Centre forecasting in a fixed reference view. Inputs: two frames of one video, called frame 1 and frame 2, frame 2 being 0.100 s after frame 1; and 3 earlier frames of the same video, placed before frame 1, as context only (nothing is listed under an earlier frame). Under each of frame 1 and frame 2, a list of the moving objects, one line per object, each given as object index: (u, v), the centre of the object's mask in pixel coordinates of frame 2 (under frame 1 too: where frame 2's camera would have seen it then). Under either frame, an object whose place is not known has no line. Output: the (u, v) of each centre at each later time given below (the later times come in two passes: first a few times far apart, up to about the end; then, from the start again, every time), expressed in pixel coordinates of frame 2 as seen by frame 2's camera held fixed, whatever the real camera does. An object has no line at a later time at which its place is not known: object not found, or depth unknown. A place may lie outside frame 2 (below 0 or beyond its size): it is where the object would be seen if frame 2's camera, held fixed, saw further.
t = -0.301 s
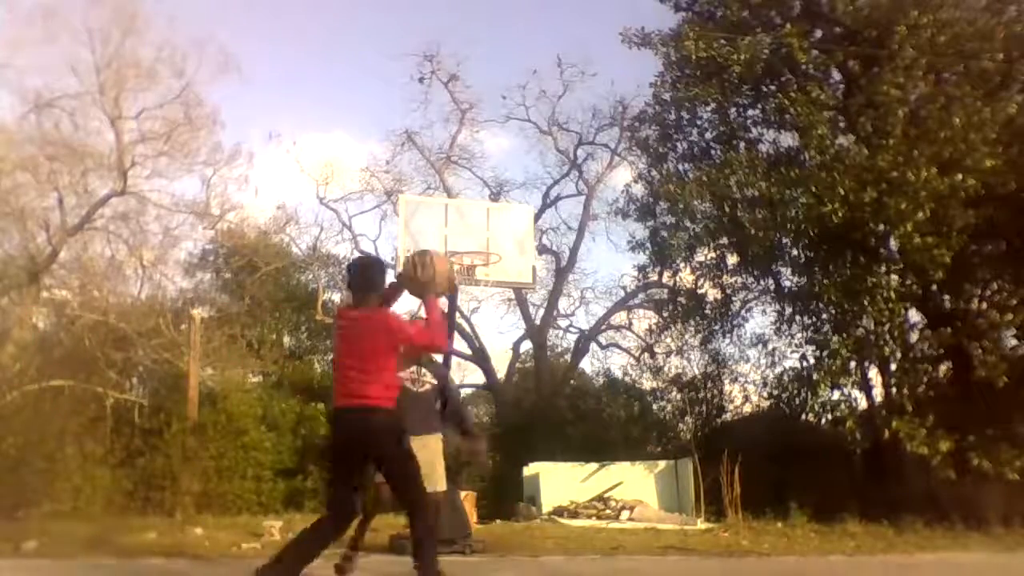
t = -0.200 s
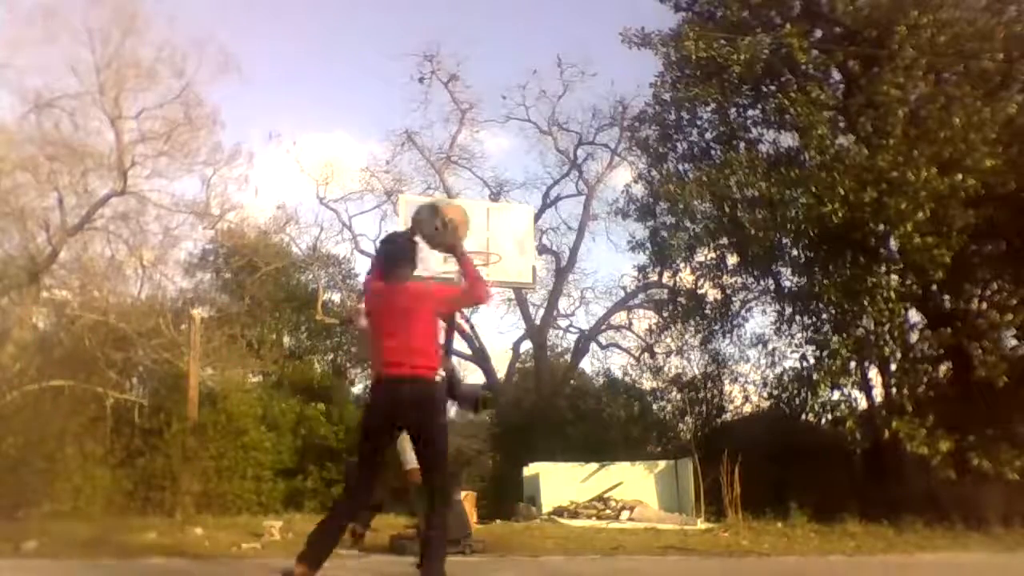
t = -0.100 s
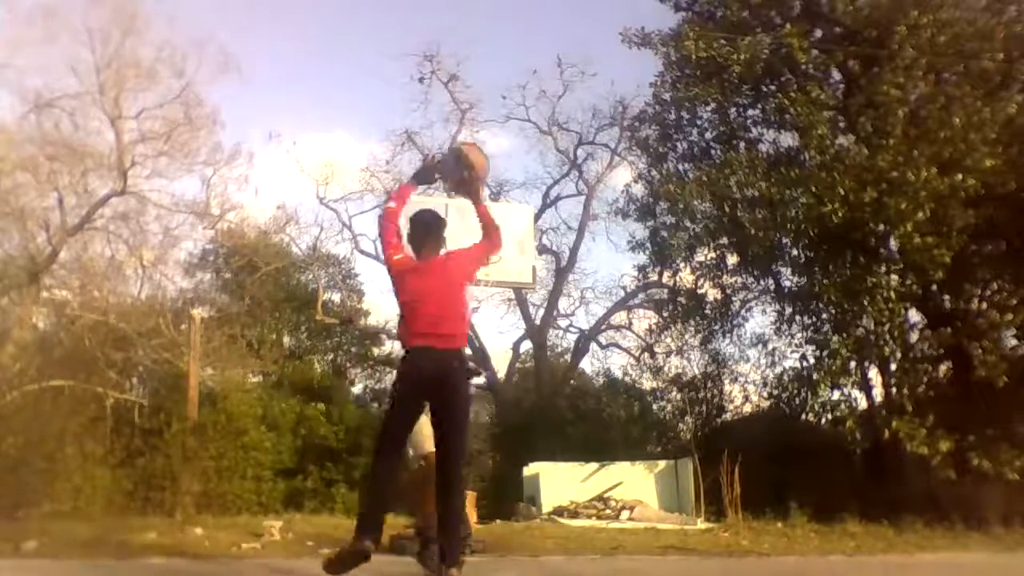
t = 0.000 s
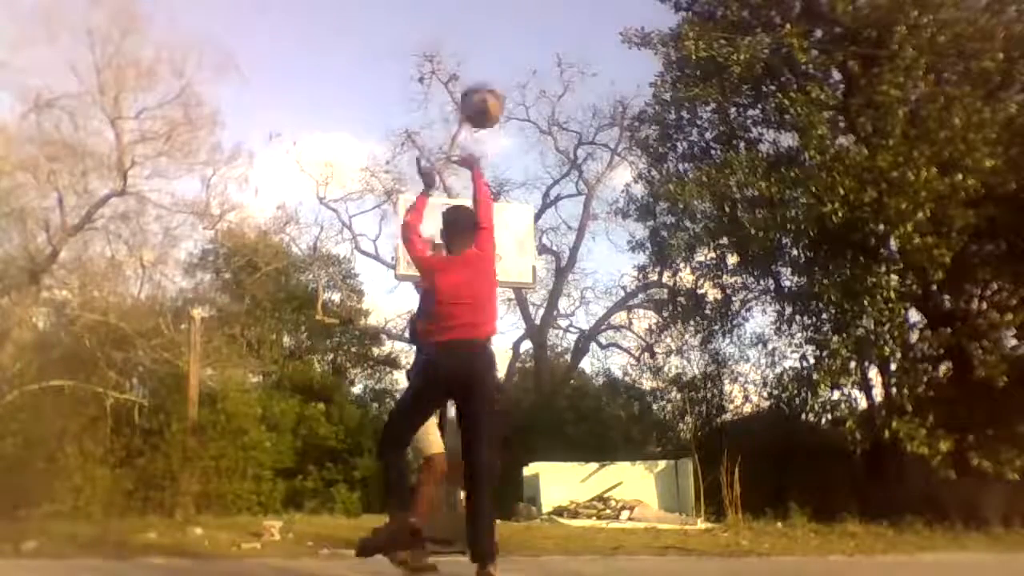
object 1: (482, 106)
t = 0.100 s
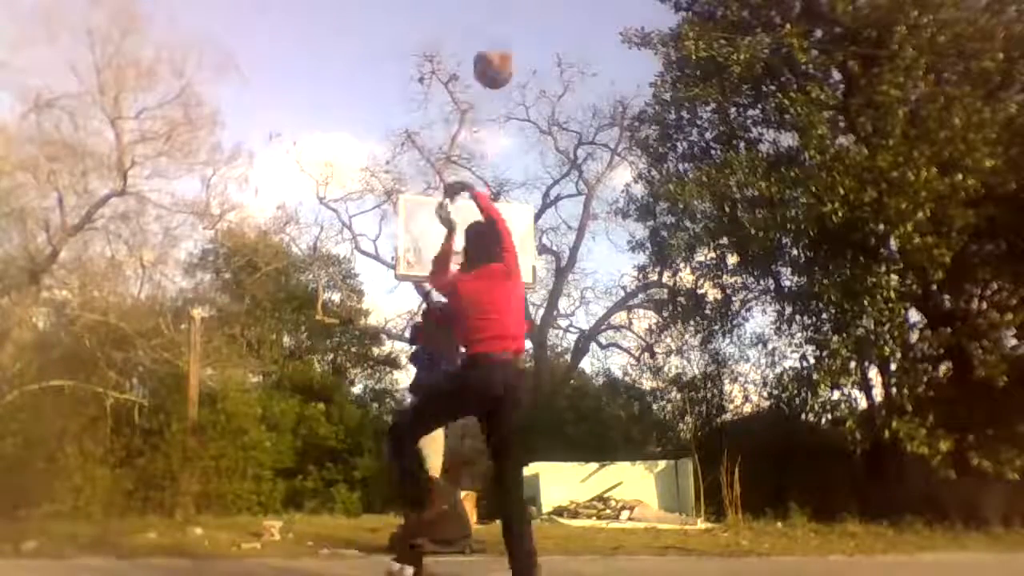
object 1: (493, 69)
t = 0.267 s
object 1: (509, 45)
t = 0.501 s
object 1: (524, 77)
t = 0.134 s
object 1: (497, 61)
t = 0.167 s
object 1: (500, 54)
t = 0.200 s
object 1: (503, 49)
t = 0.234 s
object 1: (506, 47)
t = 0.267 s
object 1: (509, 45)
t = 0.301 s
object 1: (511, 46)
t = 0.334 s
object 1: (514, 48)
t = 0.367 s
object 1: (516, 52)
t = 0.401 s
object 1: (518, 55)
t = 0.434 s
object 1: (520, 62)
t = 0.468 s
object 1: (522, 69)
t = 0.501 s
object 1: (524, 77)
